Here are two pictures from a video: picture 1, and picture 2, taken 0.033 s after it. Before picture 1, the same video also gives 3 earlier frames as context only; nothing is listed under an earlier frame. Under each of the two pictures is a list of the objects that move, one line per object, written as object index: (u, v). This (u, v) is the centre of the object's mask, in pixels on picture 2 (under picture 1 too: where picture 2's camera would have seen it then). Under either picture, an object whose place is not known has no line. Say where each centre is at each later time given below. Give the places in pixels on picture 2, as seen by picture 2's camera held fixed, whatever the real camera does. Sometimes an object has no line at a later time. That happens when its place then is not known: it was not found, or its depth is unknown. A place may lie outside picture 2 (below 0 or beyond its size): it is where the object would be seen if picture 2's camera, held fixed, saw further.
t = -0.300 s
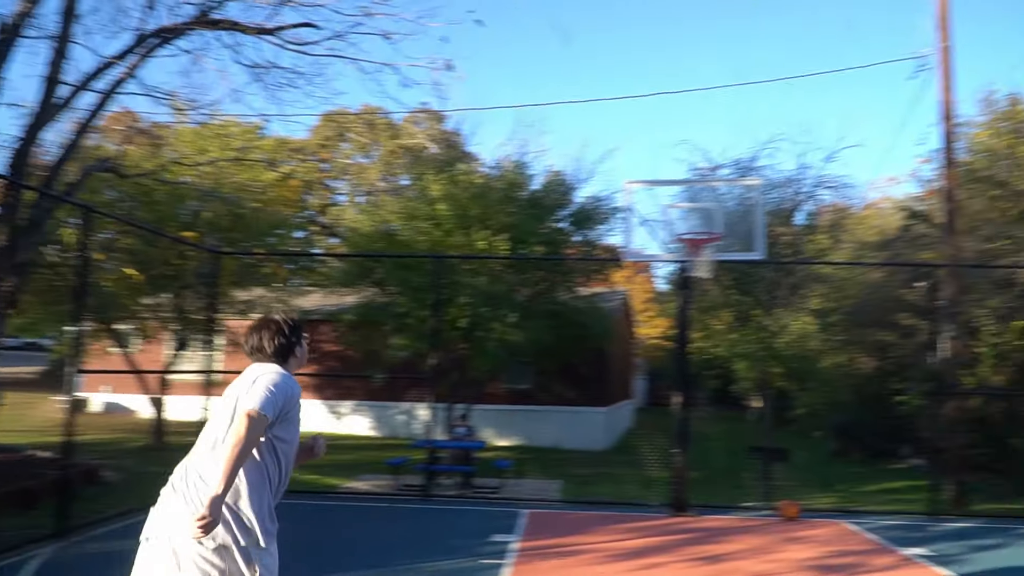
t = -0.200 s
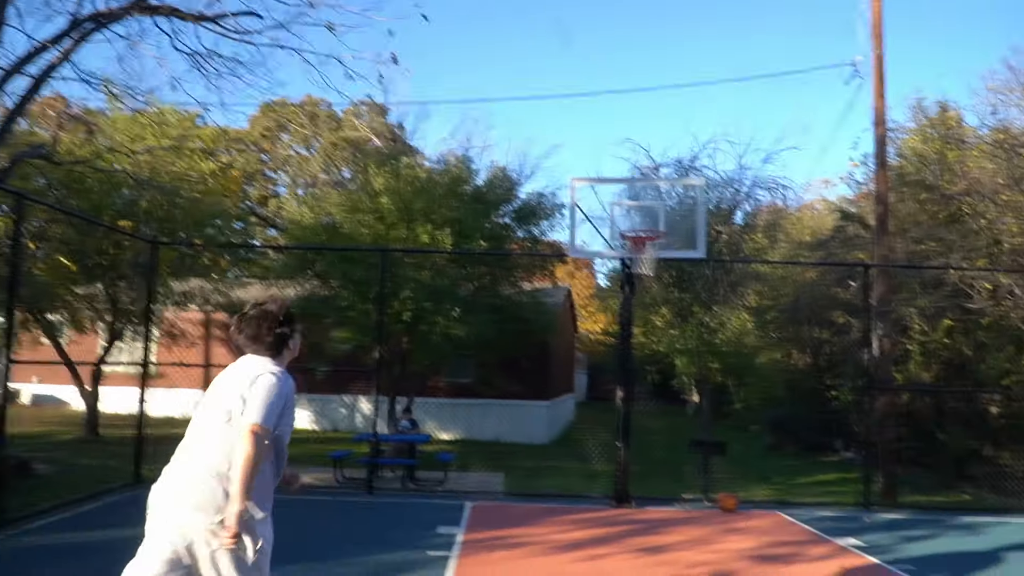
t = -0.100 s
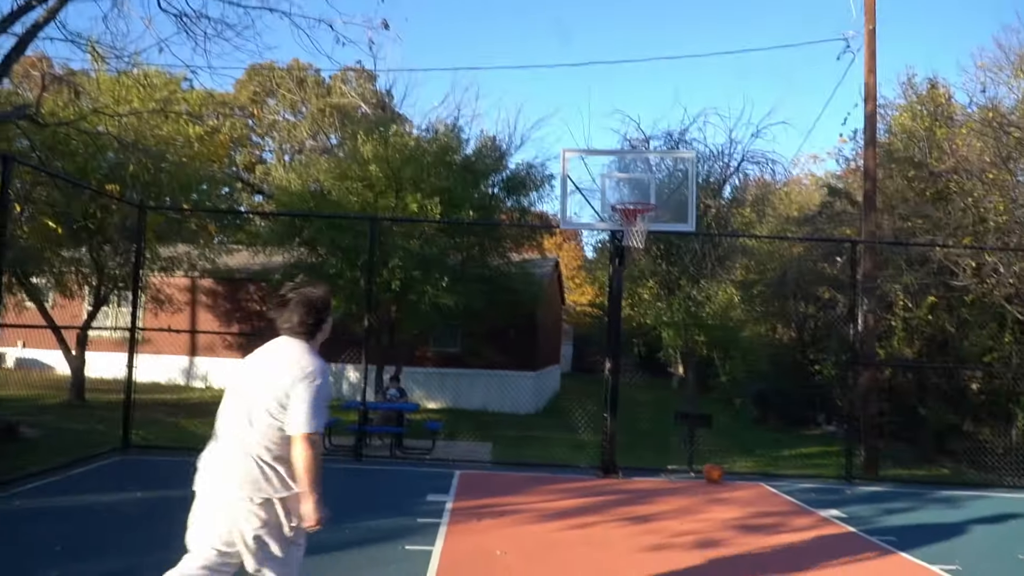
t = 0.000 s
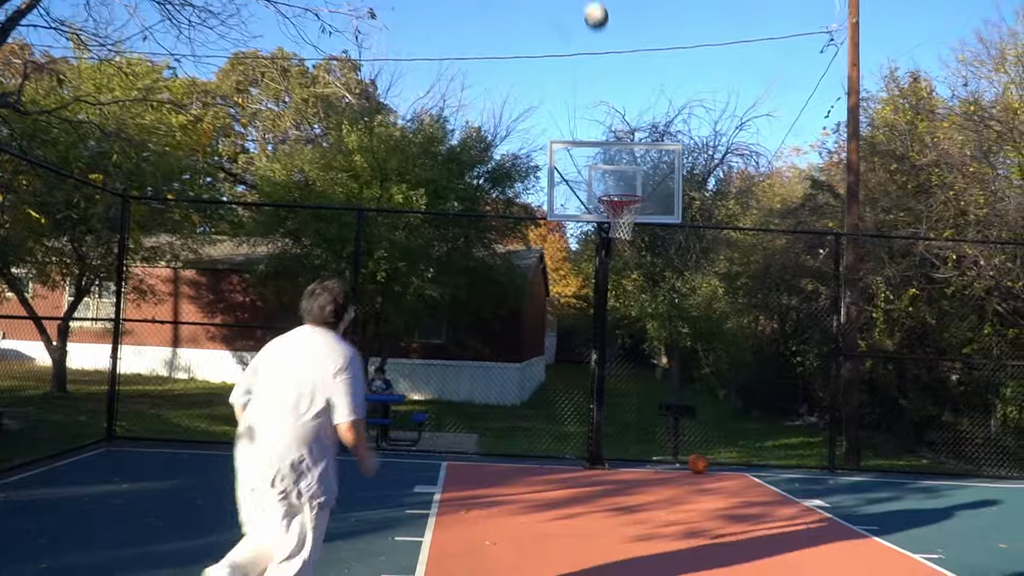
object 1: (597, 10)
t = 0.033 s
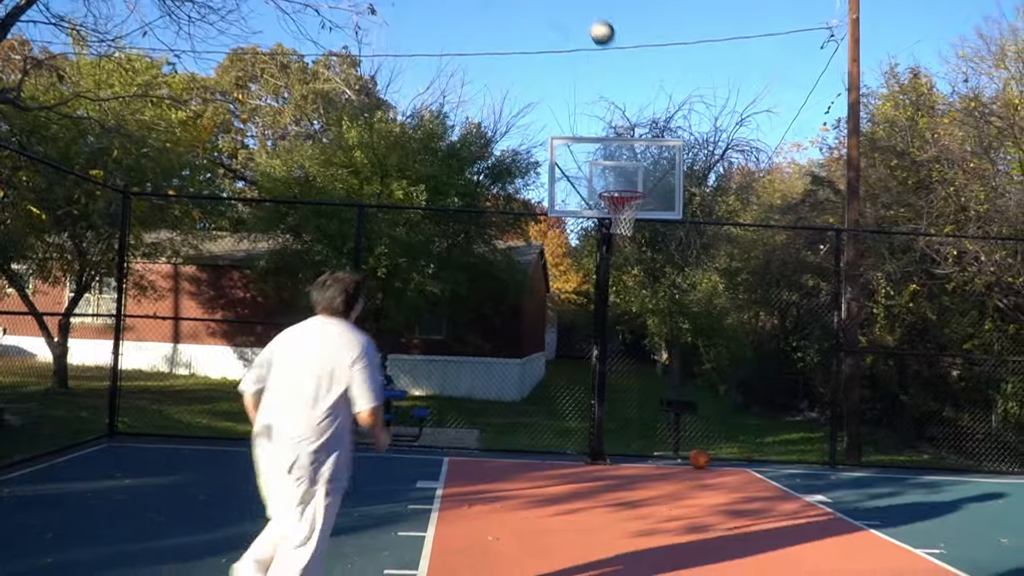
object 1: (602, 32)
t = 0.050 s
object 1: (605, 43)
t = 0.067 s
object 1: (609, 54)
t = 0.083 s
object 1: (611, 65)
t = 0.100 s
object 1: (614, 75)
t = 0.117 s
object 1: (617, 85)
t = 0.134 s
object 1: (620, 95)
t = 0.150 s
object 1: (624, 106)
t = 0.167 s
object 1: (627, 118)
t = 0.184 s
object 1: (628, 129)
